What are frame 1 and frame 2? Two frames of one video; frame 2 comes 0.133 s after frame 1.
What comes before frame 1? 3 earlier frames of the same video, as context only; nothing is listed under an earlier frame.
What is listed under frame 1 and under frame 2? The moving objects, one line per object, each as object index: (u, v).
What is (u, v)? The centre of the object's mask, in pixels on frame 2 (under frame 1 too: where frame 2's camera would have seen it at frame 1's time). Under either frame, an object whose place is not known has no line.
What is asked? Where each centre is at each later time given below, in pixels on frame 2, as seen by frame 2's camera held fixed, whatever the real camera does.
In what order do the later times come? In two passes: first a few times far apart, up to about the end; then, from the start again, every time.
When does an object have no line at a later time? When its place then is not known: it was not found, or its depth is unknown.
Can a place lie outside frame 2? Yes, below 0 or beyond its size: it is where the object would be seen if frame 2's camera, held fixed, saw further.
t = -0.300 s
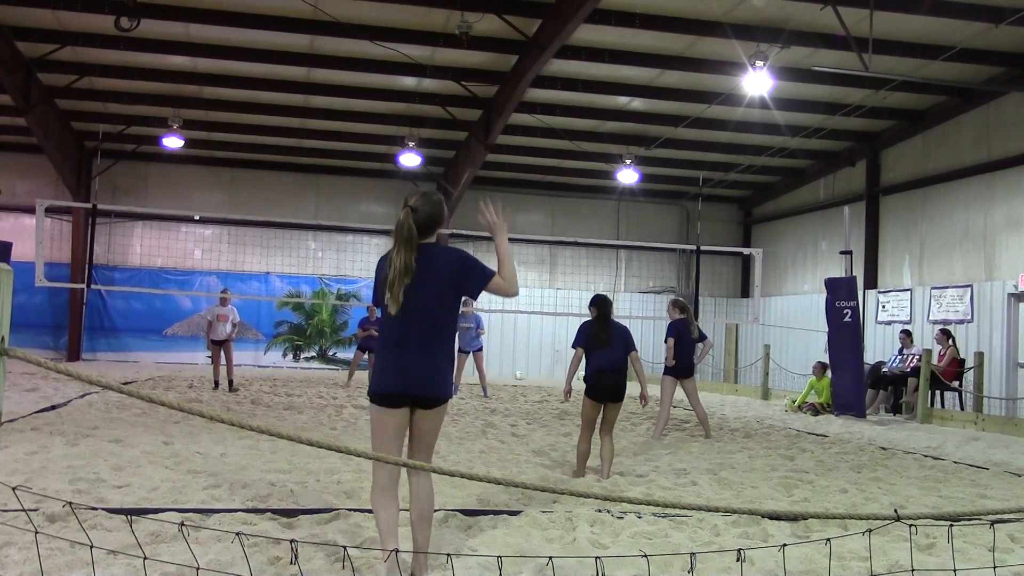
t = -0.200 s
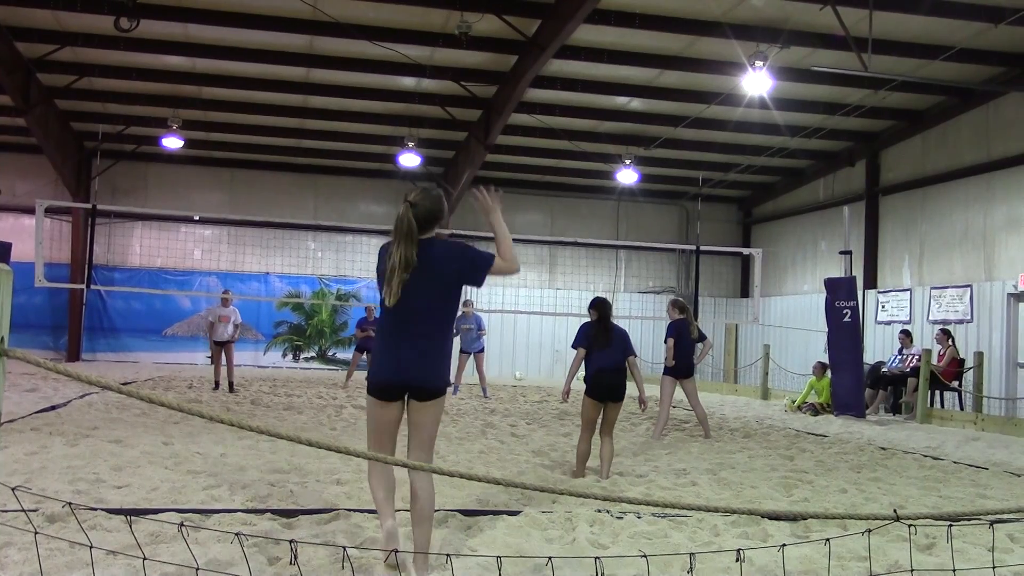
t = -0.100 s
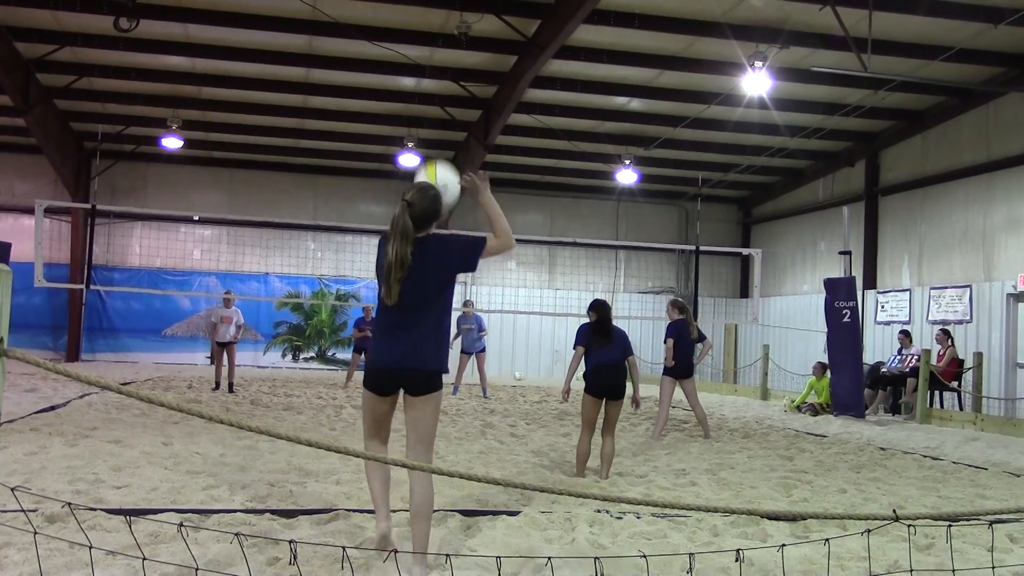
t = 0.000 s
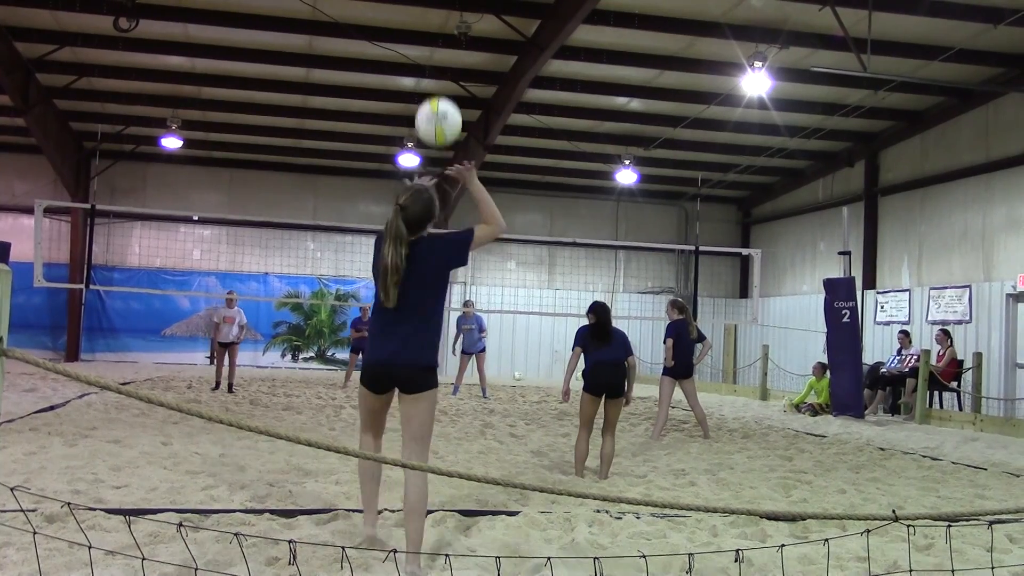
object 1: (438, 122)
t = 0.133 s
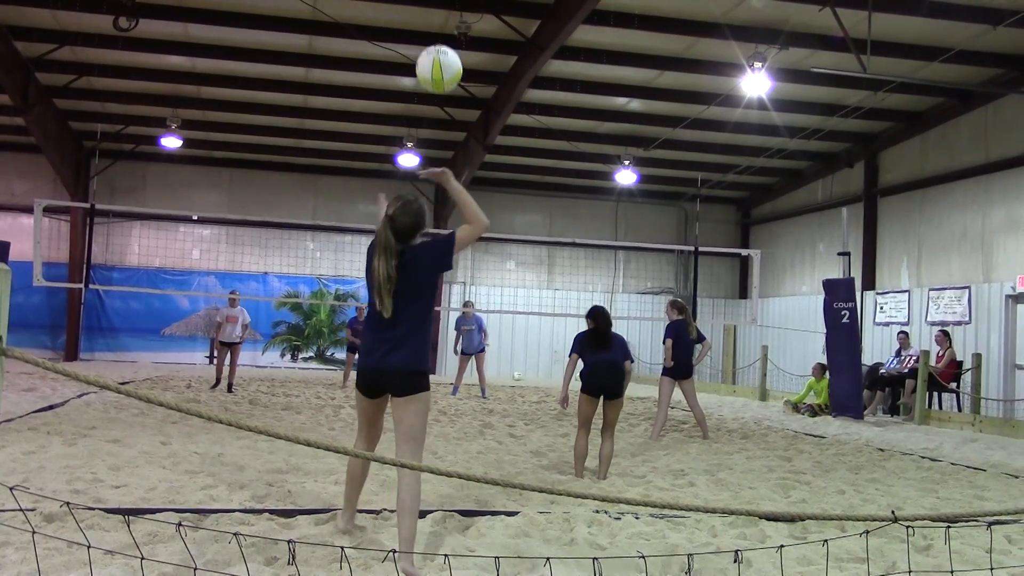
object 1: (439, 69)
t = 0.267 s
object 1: (438, 51)
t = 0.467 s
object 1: (433, 91)
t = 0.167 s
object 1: (439, 61)
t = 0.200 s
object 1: (439, 56)
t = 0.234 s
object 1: (439, 52)
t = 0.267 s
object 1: (438, 51)
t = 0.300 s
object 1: (438, 53)
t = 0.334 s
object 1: (437, 56)
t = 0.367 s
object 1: (436, 61)
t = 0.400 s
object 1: (435, 69)
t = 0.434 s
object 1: (434, 79)
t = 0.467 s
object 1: (433, 91)
